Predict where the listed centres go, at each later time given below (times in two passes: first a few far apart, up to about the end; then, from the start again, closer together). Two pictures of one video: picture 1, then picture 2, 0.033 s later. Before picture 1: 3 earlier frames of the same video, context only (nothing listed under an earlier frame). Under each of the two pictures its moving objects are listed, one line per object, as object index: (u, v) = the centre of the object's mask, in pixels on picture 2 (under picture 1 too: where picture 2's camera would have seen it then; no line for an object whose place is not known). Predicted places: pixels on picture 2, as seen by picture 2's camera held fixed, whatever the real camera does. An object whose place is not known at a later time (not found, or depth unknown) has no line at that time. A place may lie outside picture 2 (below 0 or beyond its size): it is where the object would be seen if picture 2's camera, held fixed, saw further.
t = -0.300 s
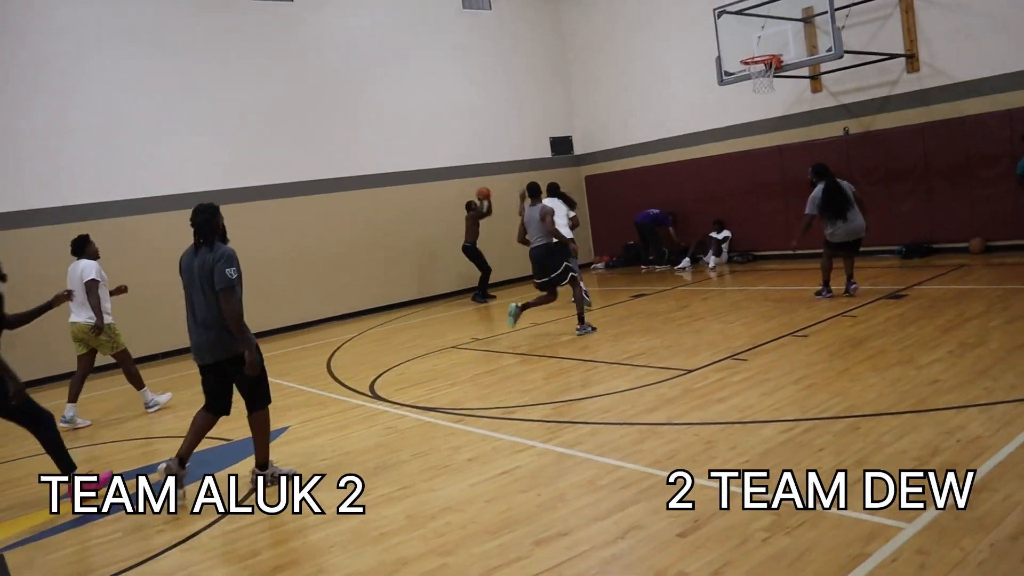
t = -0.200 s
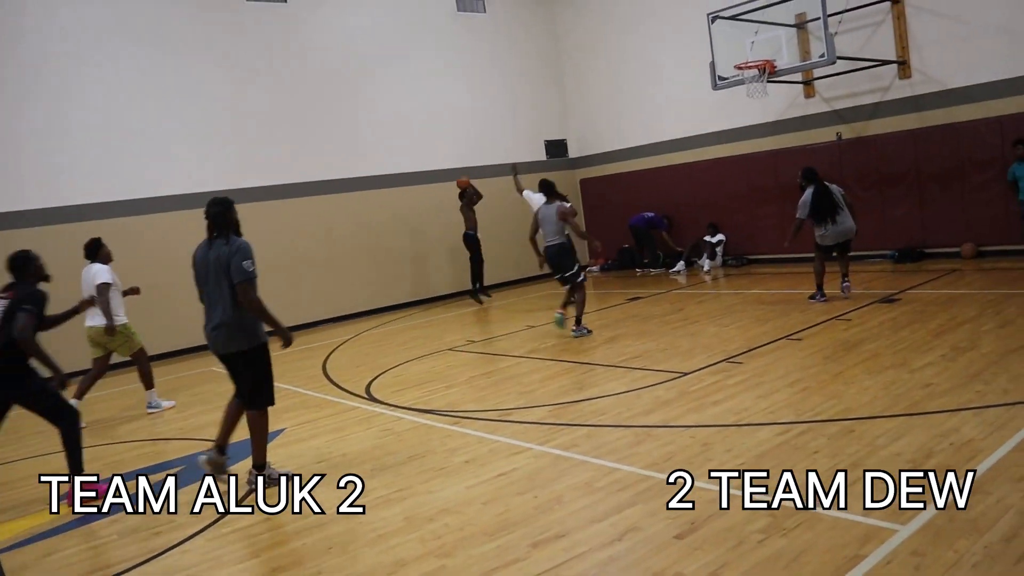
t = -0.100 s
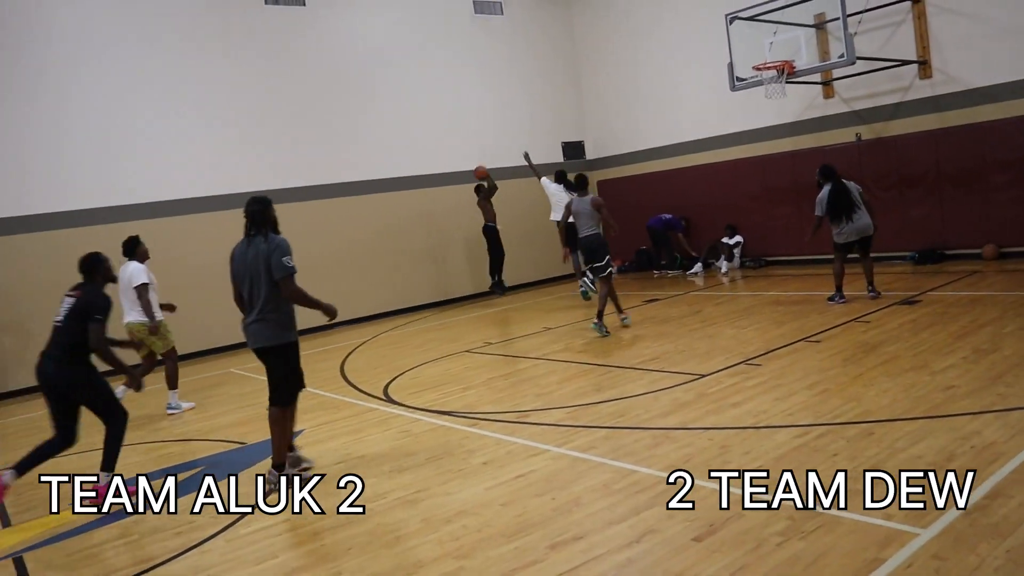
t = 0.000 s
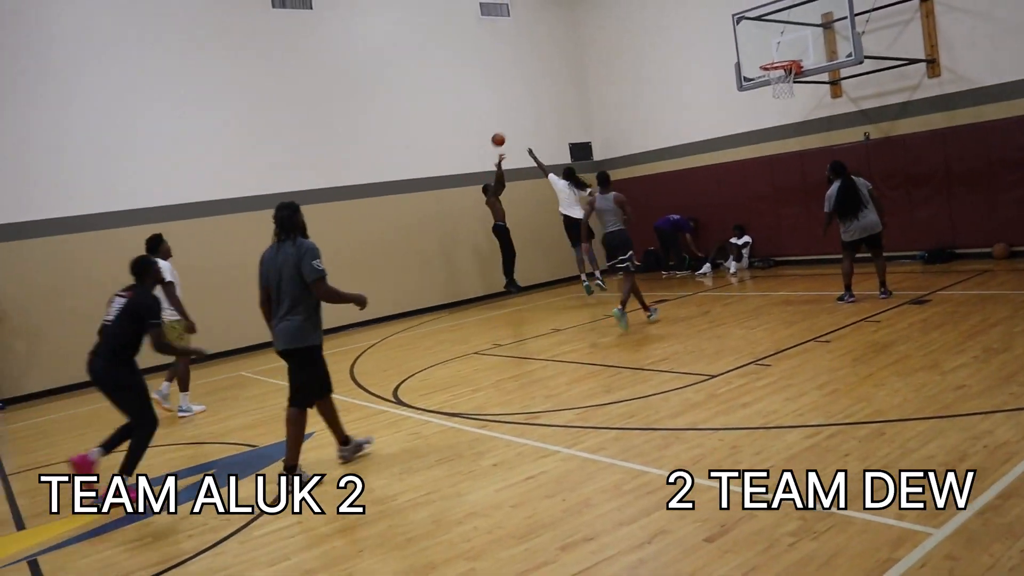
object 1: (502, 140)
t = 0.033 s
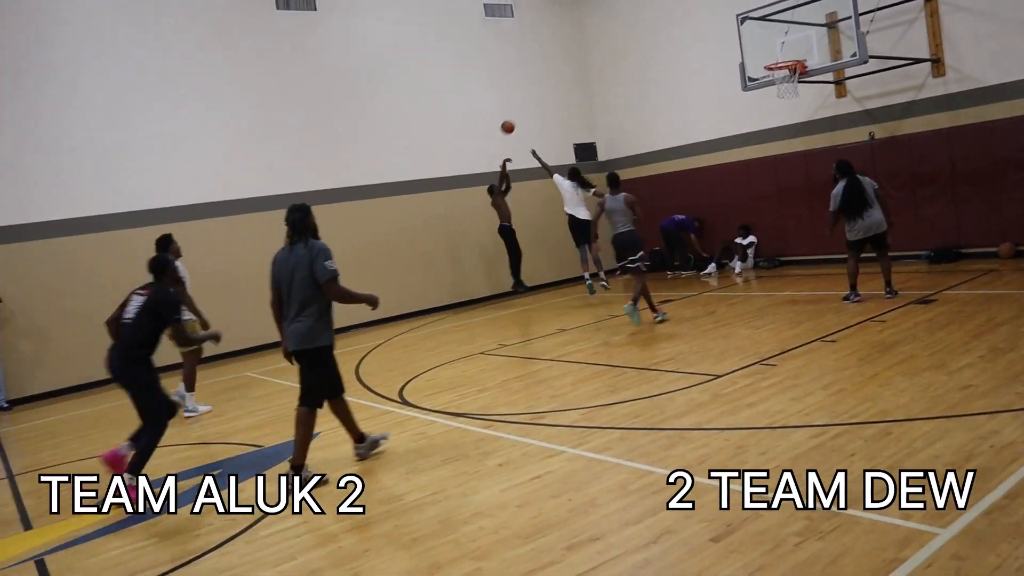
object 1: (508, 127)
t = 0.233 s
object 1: (542, 58)
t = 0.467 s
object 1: (586, 2)
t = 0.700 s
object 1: (640, -20)
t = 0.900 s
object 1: (693, -17)
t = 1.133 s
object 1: (764, 26)
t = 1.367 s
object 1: (804, 8)
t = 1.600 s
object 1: (824, -38)
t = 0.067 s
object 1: (513, 114)
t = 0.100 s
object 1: (518, 103)
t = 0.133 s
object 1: (524, 90)
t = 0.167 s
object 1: (530, 78)
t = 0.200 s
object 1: (535, 68)
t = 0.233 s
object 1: (542, 58)
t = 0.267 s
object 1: (547, 48)
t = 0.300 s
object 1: (554, 39)
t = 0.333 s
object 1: (560, 31)
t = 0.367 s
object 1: (566, 23)
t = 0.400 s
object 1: (572, 15)
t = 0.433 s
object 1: (579, 9)
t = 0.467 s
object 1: (586, 2)
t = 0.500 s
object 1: (593, -2)
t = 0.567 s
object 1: (607, -9)
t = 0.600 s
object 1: (614, -13)
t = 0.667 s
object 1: (631, -18)
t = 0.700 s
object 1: (640, -20)
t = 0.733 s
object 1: (648, -21)
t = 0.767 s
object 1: (656, -21)
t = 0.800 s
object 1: (665, -21)
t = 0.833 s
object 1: (674, -21)
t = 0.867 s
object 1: (683, -20)
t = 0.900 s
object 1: (693, -17)
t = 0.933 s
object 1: (702, -14)
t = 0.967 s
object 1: (711, -9)
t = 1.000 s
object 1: (722, -4)
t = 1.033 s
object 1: (732, 2)
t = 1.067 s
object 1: (743, 9)
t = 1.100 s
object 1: (753, 17)
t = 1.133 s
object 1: (764, 26)
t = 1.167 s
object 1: (775, 36)
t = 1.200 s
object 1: (786, 46)
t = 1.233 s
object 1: (795, 52)
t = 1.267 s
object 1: (797, 41)
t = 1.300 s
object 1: (799, 29)
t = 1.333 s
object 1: (802, 18)
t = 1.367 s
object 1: (804, 8)
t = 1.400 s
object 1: (807, -2)
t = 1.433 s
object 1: (810, -10)
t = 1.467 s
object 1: (813, -18)
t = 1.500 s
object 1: (815, -26)
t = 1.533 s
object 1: (818, -32)
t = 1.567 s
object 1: (821, -35)
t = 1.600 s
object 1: (824, -38)
